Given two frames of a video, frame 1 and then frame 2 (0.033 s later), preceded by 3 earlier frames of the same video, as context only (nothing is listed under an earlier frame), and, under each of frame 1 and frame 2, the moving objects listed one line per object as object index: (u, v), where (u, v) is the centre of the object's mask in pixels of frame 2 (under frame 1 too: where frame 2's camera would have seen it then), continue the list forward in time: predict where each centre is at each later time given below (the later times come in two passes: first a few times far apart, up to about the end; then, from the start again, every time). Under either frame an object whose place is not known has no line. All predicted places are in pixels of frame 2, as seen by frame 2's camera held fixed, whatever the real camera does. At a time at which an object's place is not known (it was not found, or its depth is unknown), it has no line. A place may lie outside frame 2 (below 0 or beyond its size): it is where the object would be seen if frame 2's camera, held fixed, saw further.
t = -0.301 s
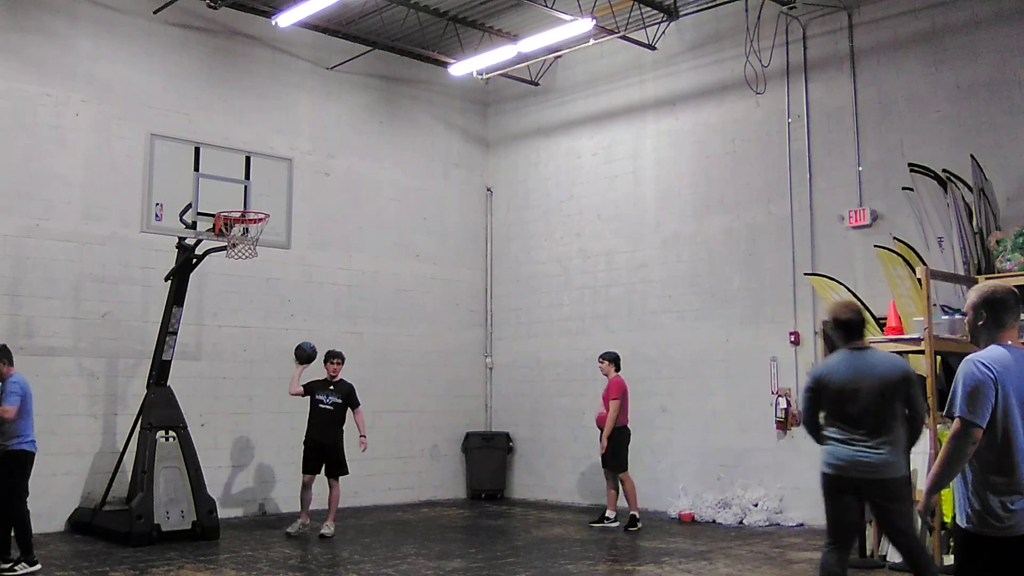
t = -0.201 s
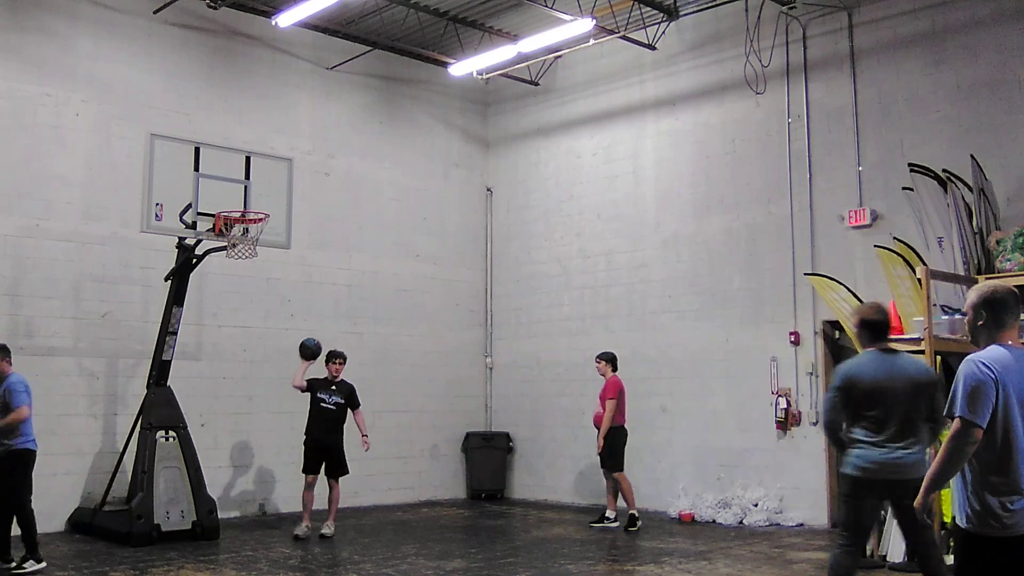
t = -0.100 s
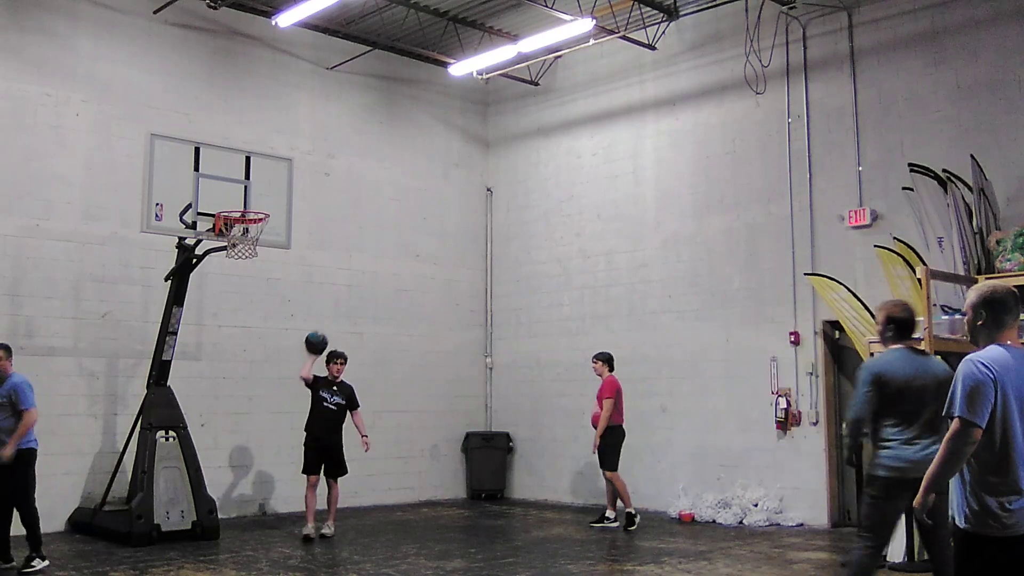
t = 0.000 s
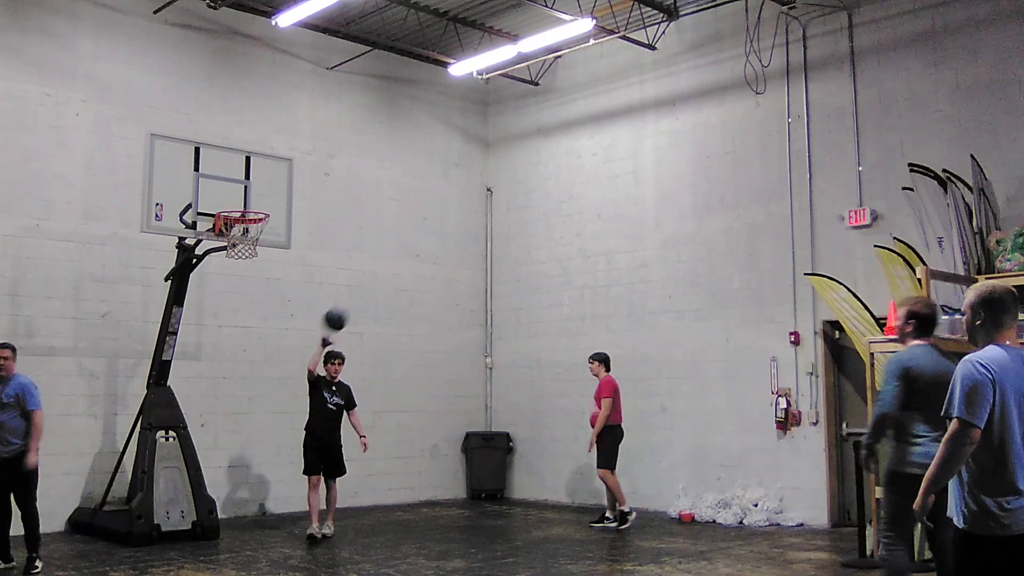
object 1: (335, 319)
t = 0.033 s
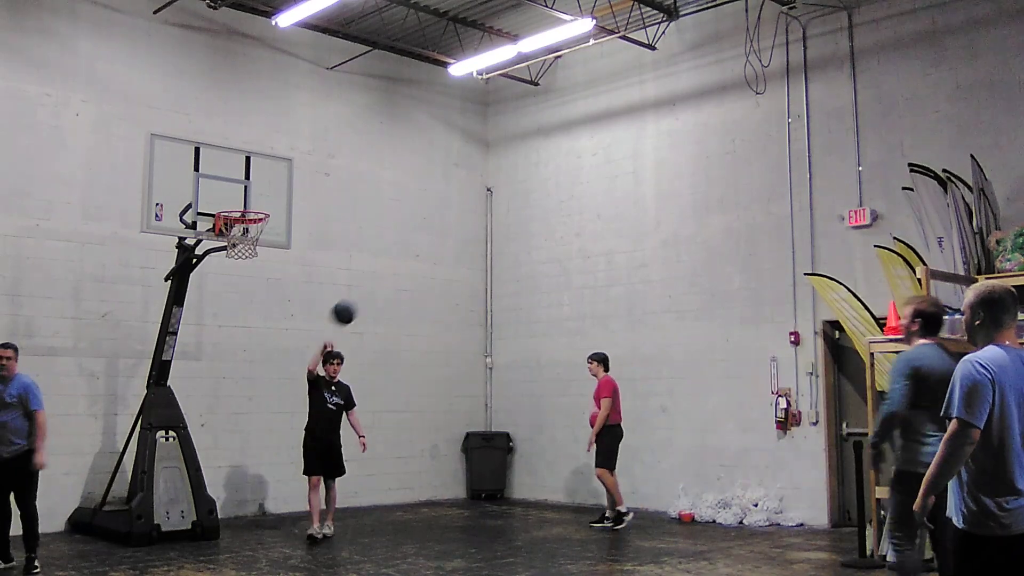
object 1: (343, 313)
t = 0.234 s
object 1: (402, 293)
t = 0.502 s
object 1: (505, 341)
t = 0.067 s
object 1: (352, 307)
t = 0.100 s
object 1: (362, 302)
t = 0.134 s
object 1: (371, 298)
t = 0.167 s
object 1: (382, 295)
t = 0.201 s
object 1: (392, 293)
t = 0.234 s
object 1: (402, 293)
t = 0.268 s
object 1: (413, 294)
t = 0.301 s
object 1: (425, 295)
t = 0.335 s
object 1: (437, 299)
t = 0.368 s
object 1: (450, 304)
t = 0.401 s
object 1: (462, 310)
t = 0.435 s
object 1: (475, 318)
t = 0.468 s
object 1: (489, 328)
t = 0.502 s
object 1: (505, 341)
